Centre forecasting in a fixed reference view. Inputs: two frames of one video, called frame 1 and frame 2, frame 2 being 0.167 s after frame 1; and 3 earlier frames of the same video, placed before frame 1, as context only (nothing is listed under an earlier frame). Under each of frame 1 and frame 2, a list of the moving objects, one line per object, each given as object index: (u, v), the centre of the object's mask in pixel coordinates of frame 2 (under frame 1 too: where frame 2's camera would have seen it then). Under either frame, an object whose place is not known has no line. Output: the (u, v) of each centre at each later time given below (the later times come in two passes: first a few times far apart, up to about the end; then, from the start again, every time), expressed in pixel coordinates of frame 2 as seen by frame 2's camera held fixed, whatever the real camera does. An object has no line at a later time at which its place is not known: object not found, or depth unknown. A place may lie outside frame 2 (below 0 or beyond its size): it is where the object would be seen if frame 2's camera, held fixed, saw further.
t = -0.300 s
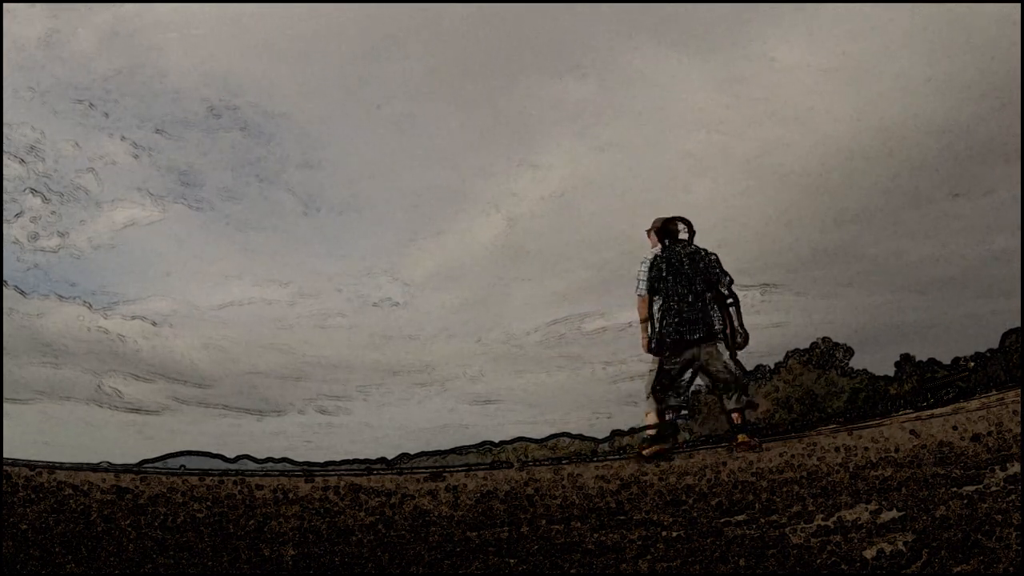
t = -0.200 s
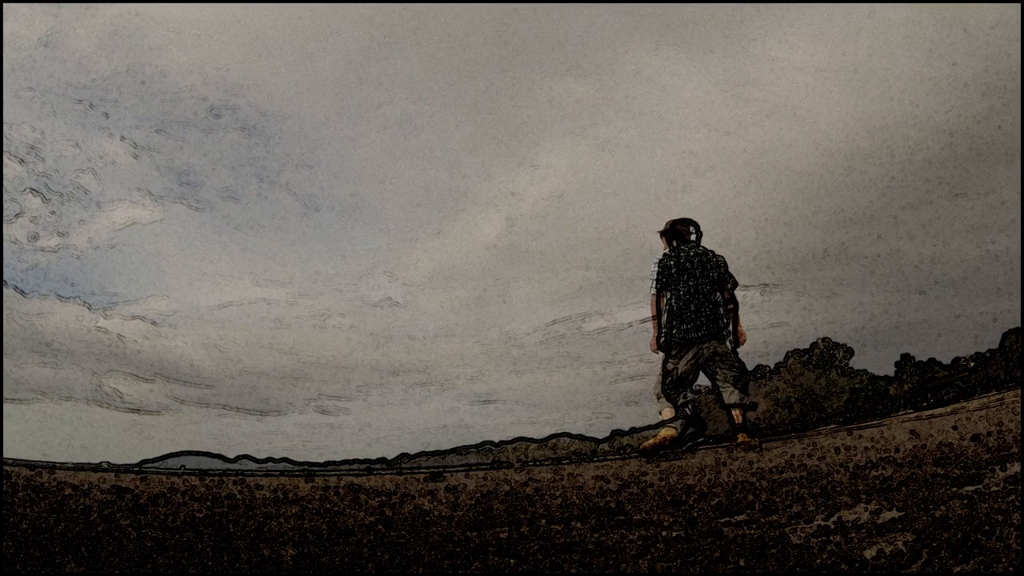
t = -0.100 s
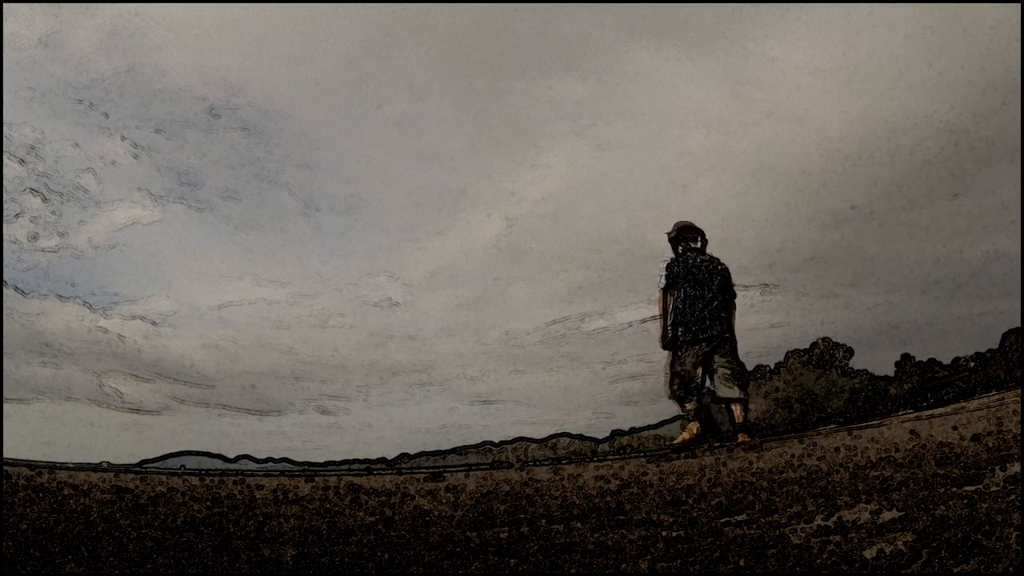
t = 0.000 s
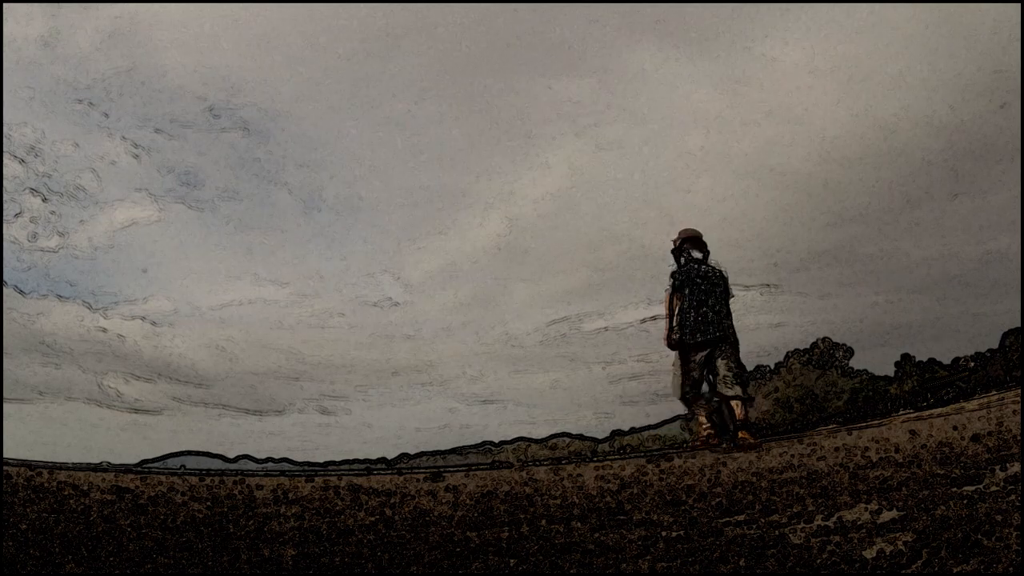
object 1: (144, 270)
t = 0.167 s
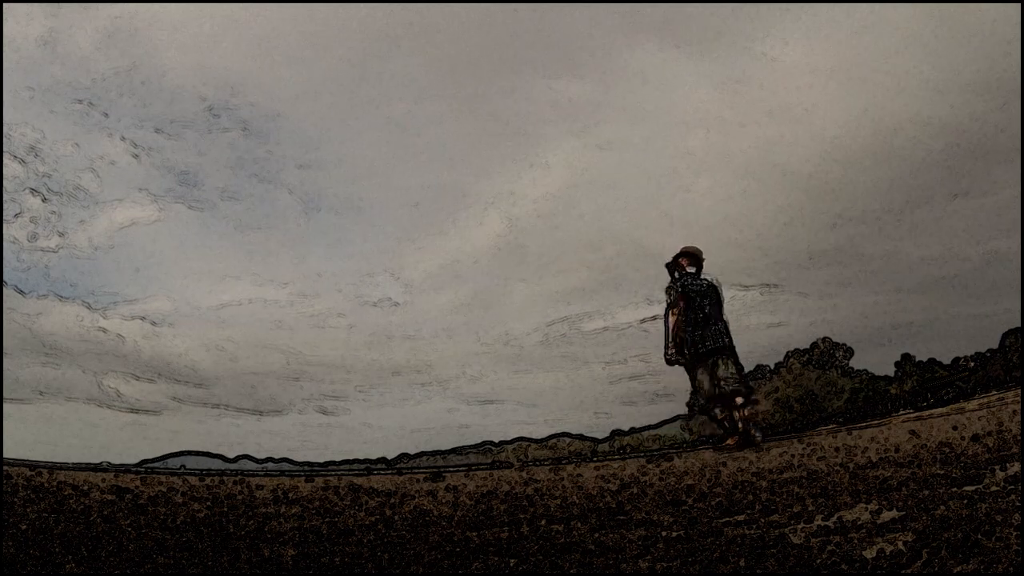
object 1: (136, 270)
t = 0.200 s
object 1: (131, 267)
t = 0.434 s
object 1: (125, 270)
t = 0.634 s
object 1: (127, 272)
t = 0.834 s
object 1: (140, 277)
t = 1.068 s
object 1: (175, 285)
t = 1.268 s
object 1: (229, 294)
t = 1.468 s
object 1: (314, 303)
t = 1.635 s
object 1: (419, 313)
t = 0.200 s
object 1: (131, 267)
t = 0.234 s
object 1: (131, 268)
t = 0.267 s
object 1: (129, 267)
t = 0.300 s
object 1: (128, 267)
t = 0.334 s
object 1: (127, 269)
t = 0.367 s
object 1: (126, 268)
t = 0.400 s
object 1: (125, 269)
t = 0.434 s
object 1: (125, 270)
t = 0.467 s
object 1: (124, 269)
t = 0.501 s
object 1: (125, 270)
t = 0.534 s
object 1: (125, 271)
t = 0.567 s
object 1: (125, 271)
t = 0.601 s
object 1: (126, 271)
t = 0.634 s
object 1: (127, 272)
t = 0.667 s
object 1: (128, 273)
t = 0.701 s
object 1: (129, 273)
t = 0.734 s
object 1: (131, 274)
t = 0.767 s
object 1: (134, 275)
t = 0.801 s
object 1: (137, 276)
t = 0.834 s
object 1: (140, 277)
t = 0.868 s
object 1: (144, 278)
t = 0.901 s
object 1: (147, 279)
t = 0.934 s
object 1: (152, 280)
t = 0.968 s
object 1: (157, 281)
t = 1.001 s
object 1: (161, 282)
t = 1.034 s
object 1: (168, 283)
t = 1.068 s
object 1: (175, 285)
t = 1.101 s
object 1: (181, 286)
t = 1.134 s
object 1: (190, 288)
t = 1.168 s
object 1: (199, 289)
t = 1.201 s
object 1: (207, 290)
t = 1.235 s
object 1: (218, 292)
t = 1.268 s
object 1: (229, 294)
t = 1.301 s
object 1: (240, 295)
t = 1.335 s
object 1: (254, 296)
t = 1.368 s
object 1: (267, 298)
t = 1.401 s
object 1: (281, 299)
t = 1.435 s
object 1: (299, 301)
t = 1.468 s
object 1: (314, 303)
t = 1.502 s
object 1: (332, 304)
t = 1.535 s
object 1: (353, 307)
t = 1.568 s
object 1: (372, 309)
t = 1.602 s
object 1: (395, 310)
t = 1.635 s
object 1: (419, 313)
